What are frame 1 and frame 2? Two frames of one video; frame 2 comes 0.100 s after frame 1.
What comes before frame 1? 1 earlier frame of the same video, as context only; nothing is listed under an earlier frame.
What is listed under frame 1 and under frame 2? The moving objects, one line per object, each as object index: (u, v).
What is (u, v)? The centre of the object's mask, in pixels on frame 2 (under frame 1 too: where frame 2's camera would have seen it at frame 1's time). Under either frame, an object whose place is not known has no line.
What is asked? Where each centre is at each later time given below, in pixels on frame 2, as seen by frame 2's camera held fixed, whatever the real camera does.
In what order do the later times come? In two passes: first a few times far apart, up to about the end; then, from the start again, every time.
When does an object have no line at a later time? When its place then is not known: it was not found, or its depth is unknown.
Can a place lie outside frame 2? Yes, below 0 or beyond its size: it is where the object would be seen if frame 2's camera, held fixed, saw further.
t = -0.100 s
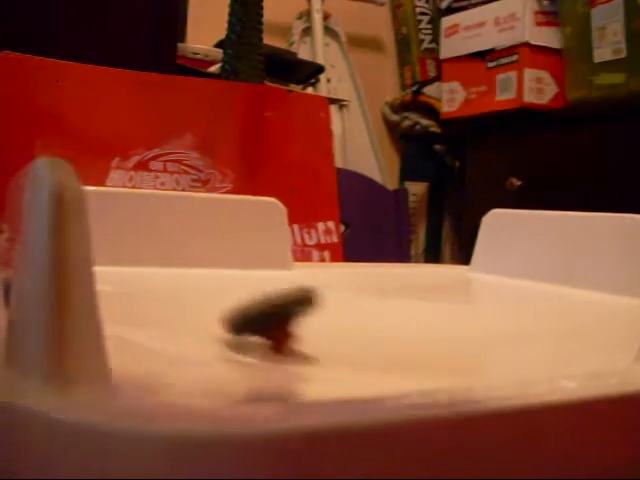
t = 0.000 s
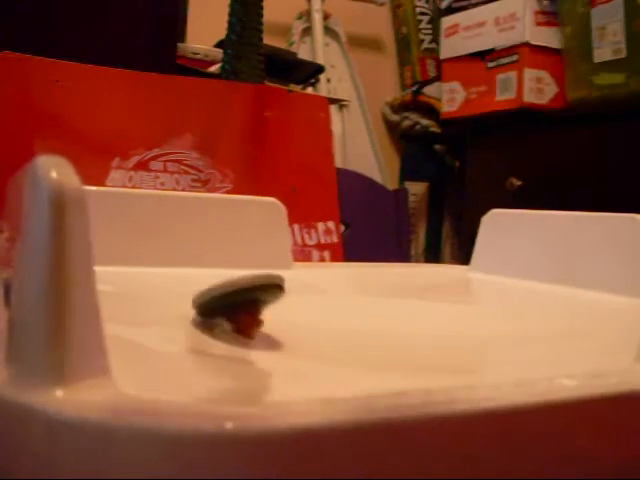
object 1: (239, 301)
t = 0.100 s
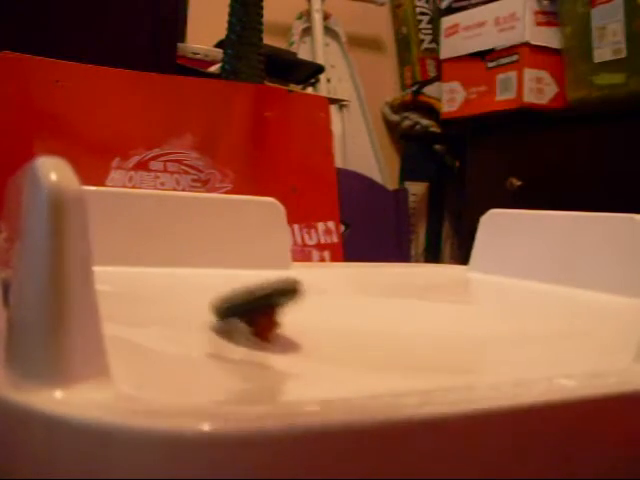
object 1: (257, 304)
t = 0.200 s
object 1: (299, 314)
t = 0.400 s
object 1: (393, 330)
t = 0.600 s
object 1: (418, 333)
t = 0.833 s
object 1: (374, 330)
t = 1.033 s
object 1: (349, 322)
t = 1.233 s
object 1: (340, 315)
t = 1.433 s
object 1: (342, 316)
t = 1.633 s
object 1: (352, 319)
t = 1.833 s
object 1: (365, 322)
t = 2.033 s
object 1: (376, 325)
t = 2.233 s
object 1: (384, 328)
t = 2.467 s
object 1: (388, 330)
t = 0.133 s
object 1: (270, 308)
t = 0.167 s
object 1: (284, 310)
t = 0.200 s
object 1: (299, 314)
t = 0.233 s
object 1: (315, 318)
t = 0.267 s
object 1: (332, 321)
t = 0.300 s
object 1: (348, 324)
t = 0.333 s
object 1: (364, 327)
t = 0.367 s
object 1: (379, 329)
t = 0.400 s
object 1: (393, 330)
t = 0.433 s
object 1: (404, 331)
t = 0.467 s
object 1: (412, 332)
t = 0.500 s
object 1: (418, 333)
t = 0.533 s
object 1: (421, 333)
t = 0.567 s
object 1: (421, 333)
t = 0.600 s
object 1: (418, 333)
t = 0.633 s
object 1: (413, 333)
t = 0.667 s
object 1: (407, 333)
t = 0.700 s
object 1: (400, 332)
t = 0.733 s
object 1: (393, 332)
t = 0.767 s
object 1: (387, 331)
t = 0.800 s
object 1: (380, 330)
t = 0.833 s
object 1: (374, 330)
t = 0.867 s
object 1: (368, 329)
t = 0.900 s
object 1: (363, 328)
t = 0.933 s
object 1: (359, 326)
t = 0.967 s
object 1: (355, 325)
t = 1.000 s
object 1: (352, 324)
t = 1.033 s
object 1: (349, 322)
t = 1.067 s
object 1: (347, 321)
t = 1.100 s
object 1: (345, 320)
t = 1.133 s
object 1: (343, 318)
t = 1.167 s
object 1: (342, 317)
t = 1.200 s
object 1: (341, 316)
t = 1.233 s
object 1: (340, 315)
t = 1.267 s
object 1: (339, 315)
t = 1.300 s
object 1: (339, 315)
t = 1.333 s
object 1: (339, 315)
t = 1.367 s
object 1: (340, 315)
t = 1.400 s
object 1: (341, 316)
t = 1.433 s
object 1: (342, 316)
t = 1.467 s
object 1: (343, 317)
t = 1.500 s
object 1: (345, 318)
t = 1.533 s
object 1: (346, 318)
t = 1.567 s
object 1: (348, 319)
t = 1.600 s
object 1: (350, 319)
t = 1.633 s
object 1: (352, 319)
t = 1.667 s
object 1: (354, 320)
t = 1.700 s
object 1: (356, 320)
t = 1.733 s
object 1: (358, 321)
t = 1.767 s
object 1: (360, 321)
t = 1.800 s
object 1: (363, 321)
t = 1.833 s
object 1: (365, 322)
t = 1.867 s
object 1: (367, 322)
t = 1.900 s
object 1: (369, 323)
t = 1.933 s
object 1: (371, 323)
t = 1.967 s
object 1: (373, 324)
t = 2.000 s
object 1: (374, 324)
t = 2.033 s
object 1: (376, 325)
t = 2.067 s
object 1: (378, 325)
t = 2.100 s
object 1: (379, 326)
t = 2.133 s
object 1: (381, 326)
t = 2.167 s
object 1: (382, 327)
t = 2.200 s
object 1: (383, 327)
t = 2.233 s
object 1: (384, 328)
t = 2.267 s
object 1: (385, 329)
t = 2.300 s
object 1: (386, 329)
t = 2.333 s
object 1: (387, 330)
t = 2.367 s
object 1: (387, 330)
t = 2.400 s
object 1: (387, 330)
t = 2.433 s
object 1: (388, 330)
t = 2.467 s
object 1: (388, 330)
